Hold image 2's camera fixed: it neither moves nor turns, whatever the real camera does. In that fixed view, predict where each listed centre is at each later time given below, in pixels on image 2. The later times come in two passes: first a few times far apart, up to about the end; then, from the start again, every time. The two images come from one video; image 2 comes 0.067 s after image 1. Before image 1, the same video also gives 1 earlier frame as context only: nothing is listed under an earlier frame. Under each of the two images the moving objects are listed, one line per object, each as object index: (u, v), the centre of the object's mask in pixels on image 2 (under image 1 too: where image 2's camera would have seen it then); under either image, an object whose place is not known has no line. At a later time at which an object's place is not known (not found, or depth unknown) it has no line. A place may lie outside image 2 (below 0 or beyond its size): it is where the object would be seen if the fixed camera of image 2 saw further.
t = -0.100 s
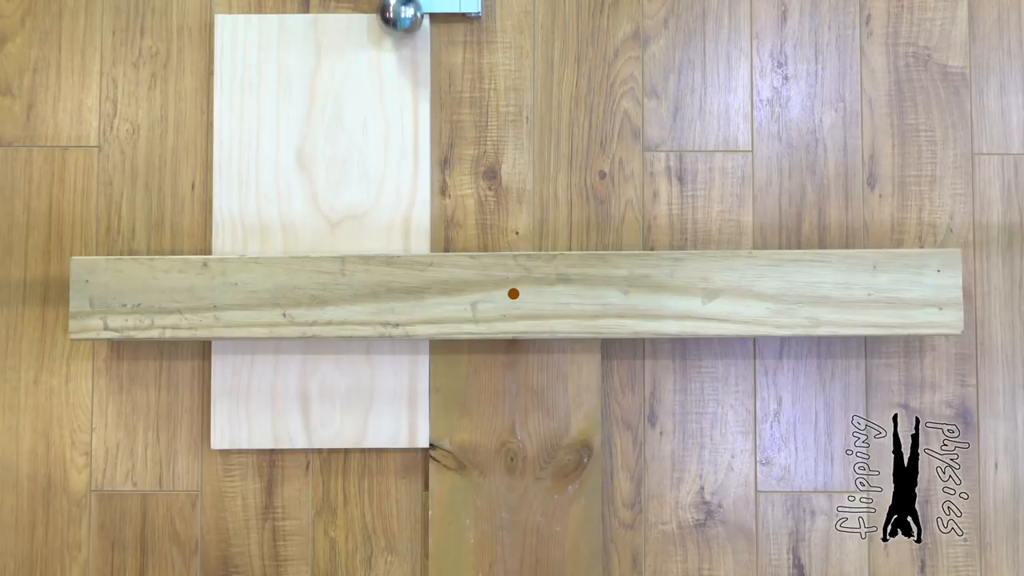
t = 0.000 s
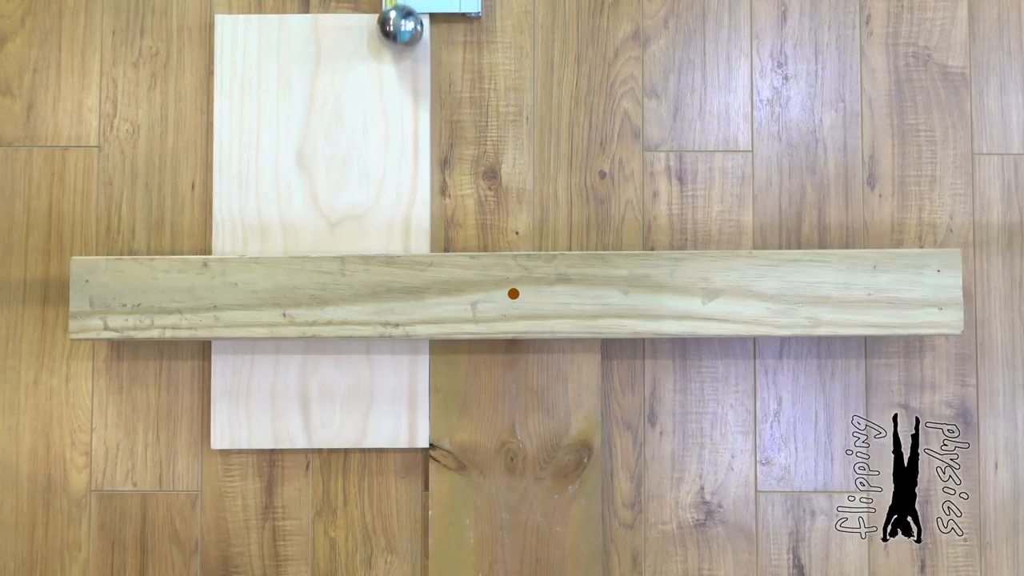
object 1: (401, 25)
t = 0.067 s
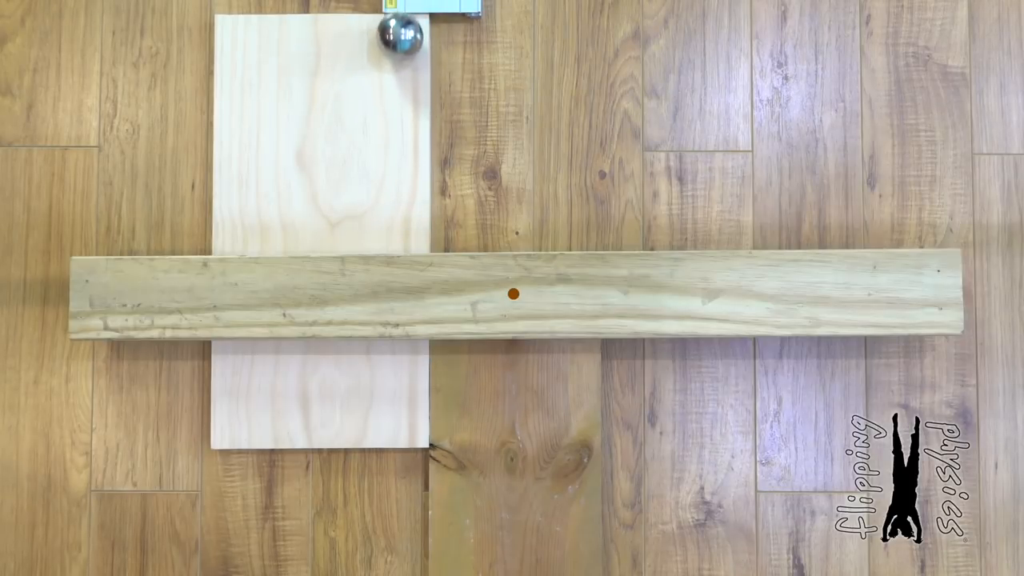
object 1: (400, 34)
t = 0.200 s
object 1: (400, 51)
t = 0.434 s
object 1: (400, 82)
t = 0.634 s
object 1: (400, 108)
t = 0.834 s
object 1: (400, 134)
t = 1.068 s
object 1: (400, 165)
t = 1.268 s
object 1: (399, 192)
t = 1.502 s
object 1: (398, 223)
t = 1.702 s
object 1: (398, 228)
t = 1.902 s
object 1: (398, 227)
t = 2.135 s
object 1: (398, 228)
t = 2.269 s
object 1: (398, 229)
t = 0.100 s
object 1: (401, 38)
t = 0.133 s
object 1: (400, 43)
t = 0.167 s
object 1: (401, 47)
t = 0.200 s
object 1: (400, 51)
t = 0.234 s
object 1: (400, 55)
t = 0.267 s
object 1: (401, 60)
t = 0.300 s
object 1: (401, 64)
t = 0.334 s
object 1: (400, 69)
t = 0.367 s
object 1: (401, 73)
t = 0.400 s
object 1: (400, 77)
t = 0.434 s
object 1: (400, 82)
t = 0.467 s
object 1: (400, 86)
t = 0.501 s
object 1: (400, 90)
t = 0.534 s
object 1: (400, 95)
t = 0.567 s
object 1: (400, 99)
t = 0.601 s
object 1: (400, 103)
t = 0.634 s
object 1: (400, 108)
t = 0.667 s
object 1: (400, 112)
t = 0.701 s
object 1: (400, 117)
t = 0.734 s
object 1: (400, 121)
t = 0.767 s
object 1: (400, 125)
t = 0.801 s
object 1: (400, 130)
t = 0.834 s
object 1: (400, 134)
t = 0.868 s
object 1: (400, 139)
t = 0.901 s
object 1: (400, 143)
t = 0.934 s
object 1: (400, 147)
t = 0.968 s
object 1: (400, 152)
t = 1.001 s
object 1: (400, 156)
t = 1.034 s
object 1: (400, 160)
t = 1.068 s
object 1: (400, 165)
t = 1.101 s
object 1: (400, 169)
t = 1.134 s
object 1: (400, 174)
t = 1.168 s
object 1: (399, 178)
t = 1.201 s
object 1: (399, 183)
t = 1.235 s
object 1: (399, 187)
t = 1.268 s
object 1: (399, 192)
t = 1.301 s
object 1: (399, 196)
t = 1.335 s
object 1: (399, 201)
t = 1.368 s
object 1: (399, 205)
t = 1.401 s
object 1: (399, 210)
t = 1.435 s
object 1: (398, 214)
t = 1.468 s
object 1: (398, 219)
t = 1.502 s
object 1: (398, 223)
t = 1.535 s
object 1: (398, 228)
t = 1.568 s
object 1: (398, 230)
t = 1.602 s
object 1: (398, 230)
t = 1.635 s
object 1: (398, 229)
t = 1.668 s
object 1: (398, 228)
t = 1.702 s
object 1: (398, 228)
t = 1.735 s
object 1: (398, 227)
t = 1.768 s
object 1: (398, 227)
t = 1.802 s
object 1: (398, 227)
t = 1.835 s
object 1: (398, 227)
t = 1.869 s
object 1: (398, 227)
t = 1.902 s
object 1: (398, 227)
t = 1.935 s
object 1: (398, 227)
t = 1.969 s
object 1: (398, 228)
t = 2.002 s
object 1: (398, 228)
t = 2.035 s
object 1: (398, 228)
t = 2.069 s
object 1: (398, 228)
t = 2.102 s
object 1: (398, 228)
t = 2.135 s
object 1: (398, 228)
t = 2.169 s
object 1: (398, 228)
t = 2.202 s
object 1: (398, 228)
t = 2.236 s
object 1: (398, 228)
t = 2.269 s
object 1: (398, 229)
